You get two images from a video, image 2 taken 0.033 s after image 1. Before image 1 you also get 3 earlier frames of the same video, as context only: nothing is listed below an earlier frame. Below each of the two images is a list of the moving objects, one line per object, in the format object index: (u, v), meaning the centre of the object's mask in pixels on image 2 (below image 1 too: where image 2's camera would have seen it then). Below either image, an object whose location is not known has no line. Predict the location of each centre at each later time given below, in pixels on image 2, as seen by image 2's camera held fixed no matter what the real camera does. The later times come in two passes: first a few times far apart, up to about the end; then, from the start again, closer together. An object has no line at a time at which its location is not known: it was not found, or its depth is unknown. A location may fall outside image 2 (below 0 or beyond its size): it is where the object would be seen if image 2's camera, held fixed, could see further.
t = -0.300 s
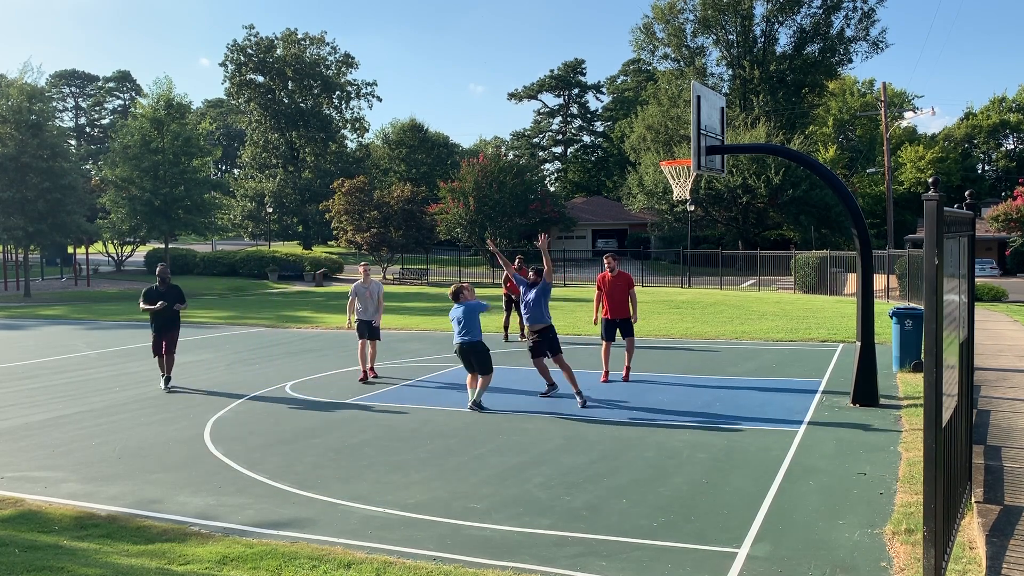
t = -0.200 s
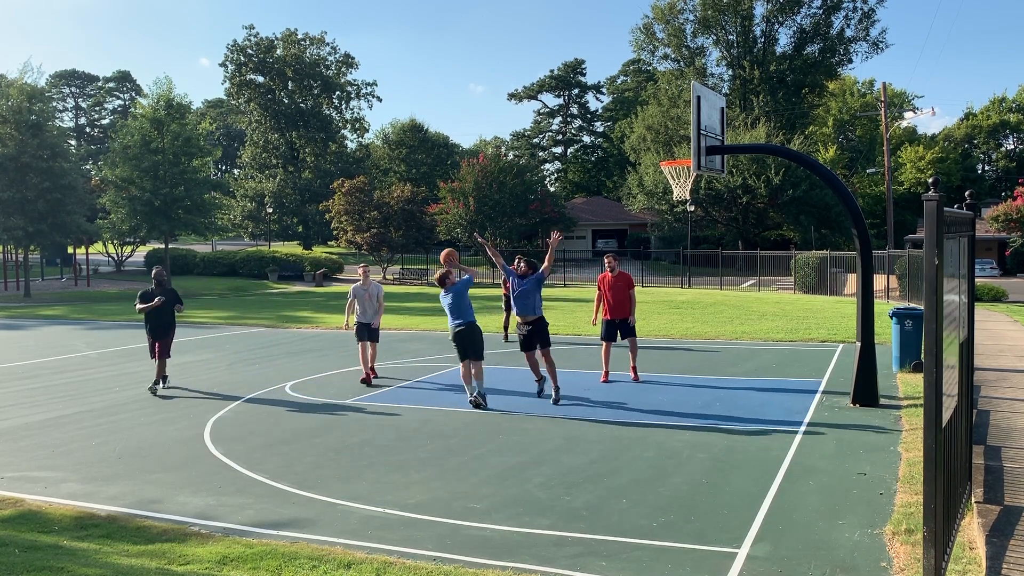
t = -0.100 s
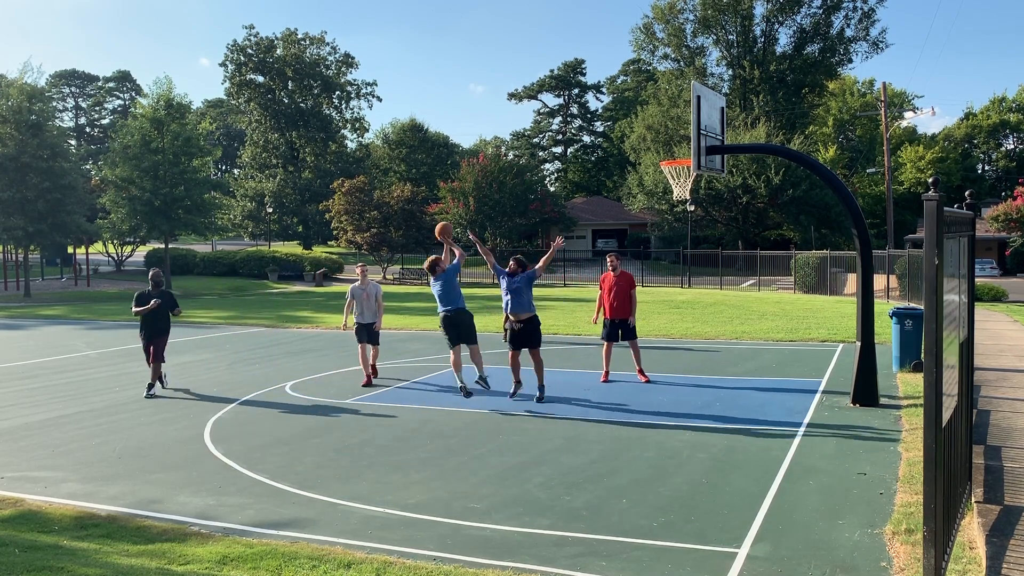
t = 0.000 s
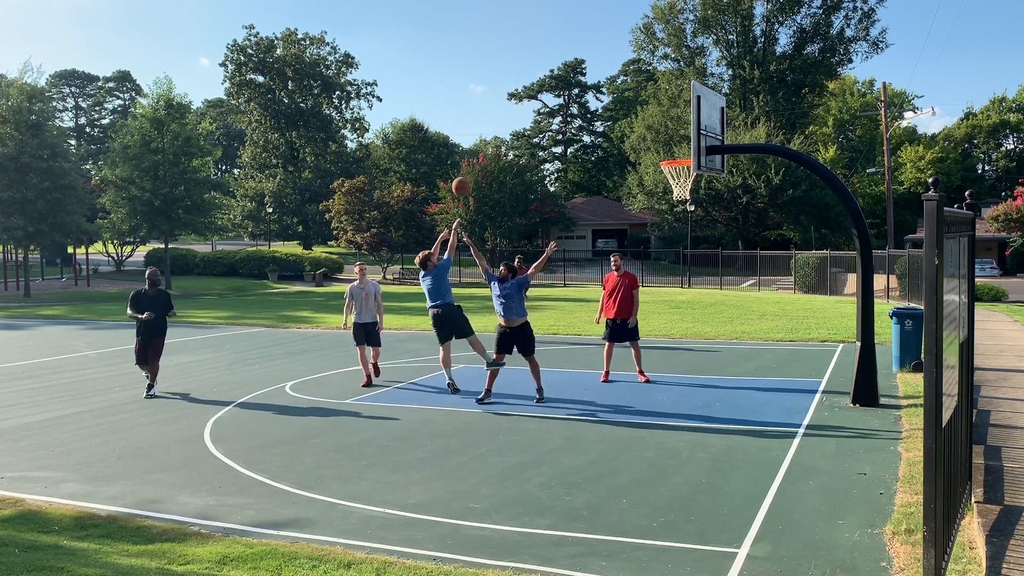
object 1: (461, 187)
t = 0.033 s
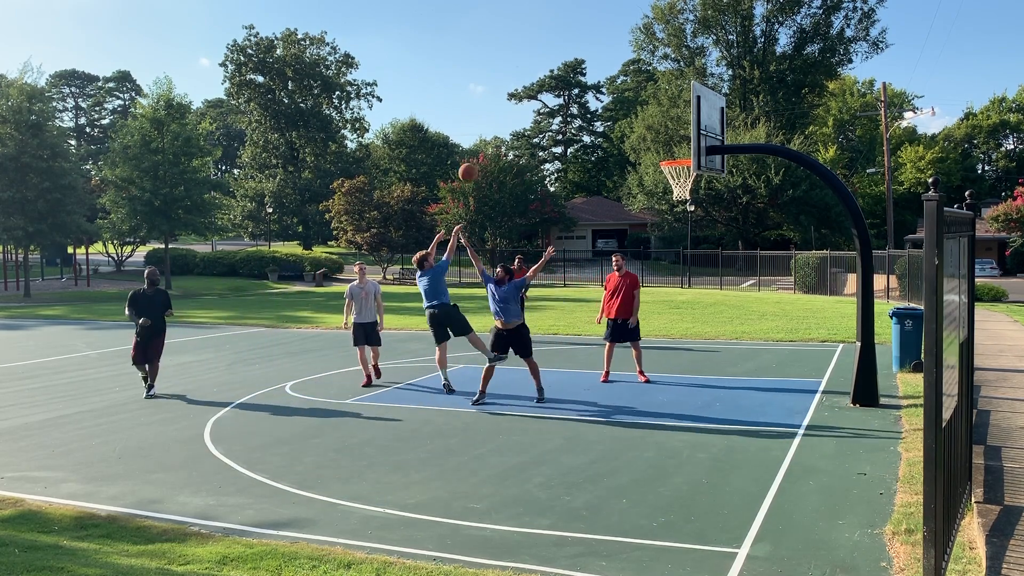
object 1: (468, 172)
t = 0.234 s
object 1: (508, 108)
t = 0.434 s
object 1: (547, 75)
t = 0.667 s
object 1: (592, 76)
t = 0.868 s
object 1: (630, 110)
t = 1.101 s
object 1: (645, 149)
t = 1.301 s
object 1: (610, 146)
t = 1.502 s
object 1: (577, 171)
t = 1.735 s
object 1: (543, 231)
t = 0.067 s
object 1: (474, 159)
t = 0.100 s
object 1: (481, 148)
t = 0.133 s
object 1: (488, 136)
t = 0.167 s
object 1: (495, 126)
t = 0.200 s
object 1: (502, 117)
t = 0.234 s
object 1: (508, 108)
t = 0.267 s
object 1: (515, 101)
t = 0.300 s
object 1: (521, 94)
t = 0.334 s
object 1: (528, 88)
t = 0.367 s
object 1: (535, 83)
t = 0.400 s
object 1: (541, 78)
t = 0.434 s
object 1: (547, 75)
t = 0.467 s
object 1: (554, 73)
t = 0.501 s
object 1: (560, 71)
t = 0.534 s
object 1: (567, 71)
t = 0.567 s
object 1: (573, 71)
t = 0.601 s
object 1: (579, 72)
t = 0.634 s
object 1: (586, 74)
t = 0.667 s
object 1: (592, 76)
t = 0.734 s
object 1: (605, 84)
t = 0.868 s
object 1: (630, 110)
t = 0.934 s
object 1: (642, 128)
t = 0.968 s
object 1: (648, 137)
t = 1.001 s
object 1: (654, 148)
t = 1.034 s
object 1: (657, 157)
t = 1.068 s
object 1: (651, 153)
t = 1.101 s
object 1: (645, 149)
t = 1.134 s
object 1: (639, 147)
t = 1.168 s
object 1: (633, 145)
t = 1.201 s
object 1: (627, 144)
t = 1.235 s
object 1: (622, 145)
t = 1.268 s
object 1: (615, 145)
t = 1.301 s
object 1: (610, 146)
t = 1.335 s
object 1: (604, 149)
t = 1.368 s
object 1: (598, 152)
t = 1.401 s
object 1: (593, 156)
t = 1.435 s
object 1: (587, 160)
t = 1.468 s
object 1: (582, 165)
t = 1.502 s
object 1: (577, 171)
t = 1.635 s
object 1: (557, 201)
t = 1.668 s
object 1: (552, 211)
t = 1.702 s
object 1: (548, 220)
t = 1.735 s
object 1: (543, 231)
